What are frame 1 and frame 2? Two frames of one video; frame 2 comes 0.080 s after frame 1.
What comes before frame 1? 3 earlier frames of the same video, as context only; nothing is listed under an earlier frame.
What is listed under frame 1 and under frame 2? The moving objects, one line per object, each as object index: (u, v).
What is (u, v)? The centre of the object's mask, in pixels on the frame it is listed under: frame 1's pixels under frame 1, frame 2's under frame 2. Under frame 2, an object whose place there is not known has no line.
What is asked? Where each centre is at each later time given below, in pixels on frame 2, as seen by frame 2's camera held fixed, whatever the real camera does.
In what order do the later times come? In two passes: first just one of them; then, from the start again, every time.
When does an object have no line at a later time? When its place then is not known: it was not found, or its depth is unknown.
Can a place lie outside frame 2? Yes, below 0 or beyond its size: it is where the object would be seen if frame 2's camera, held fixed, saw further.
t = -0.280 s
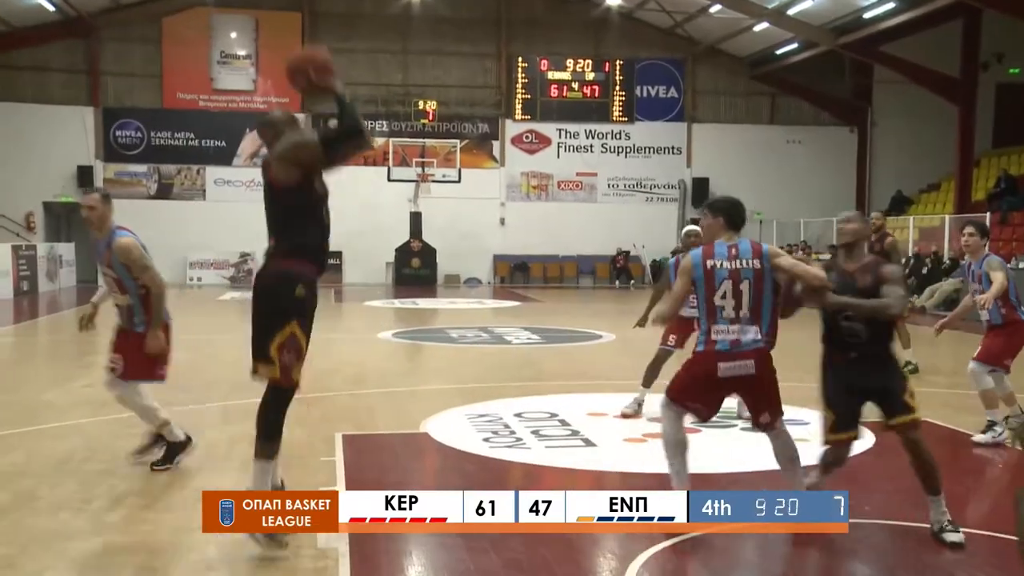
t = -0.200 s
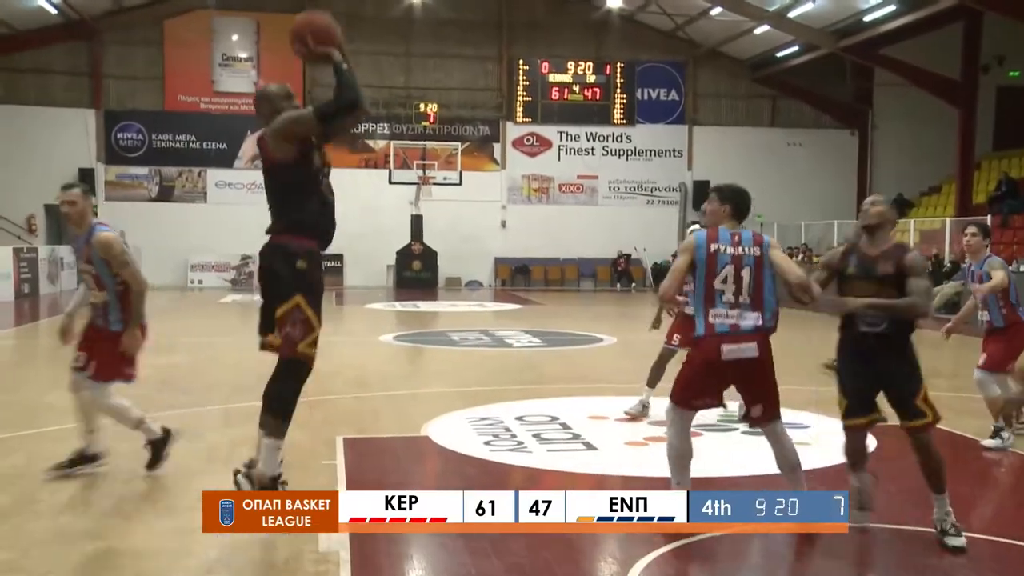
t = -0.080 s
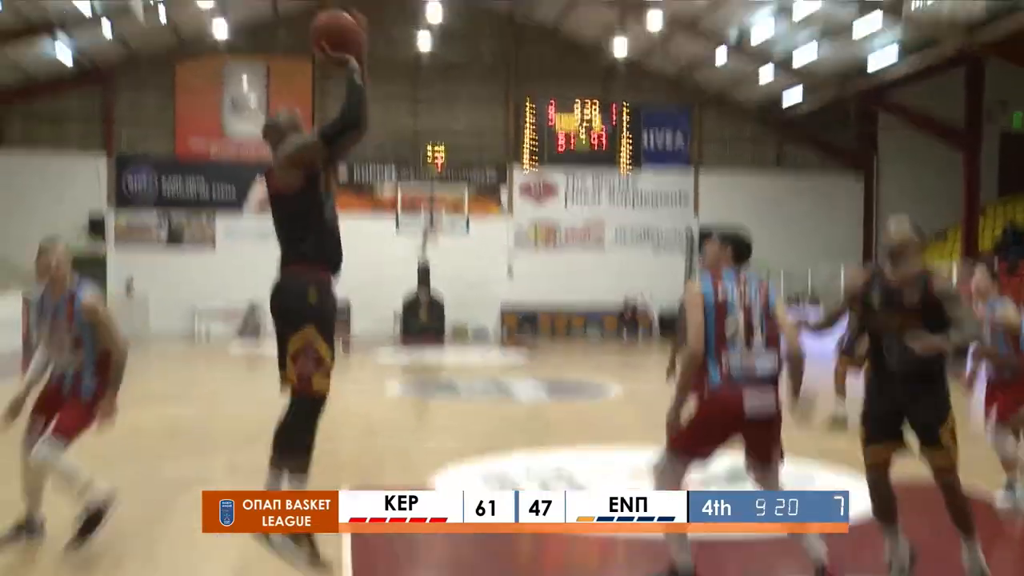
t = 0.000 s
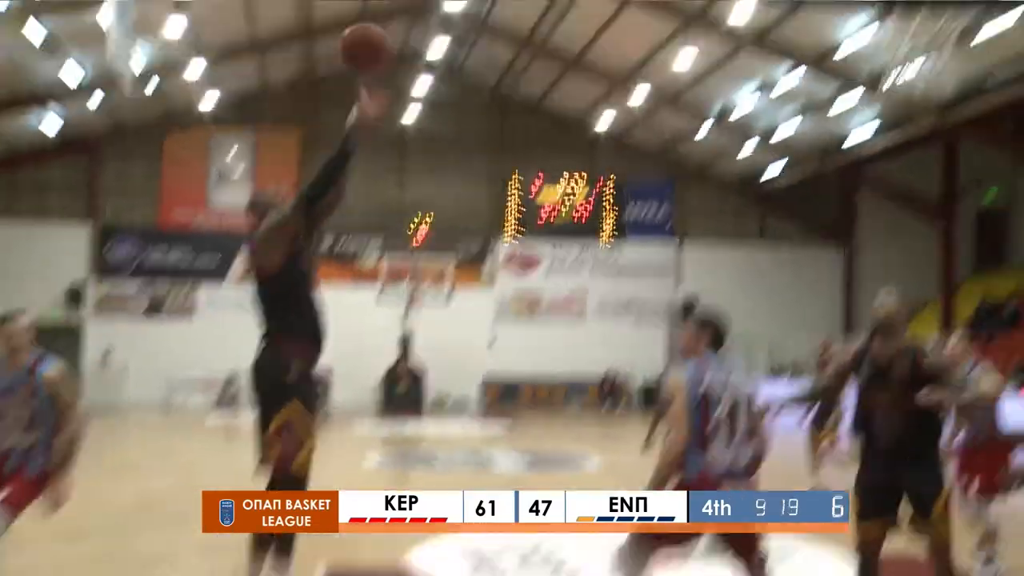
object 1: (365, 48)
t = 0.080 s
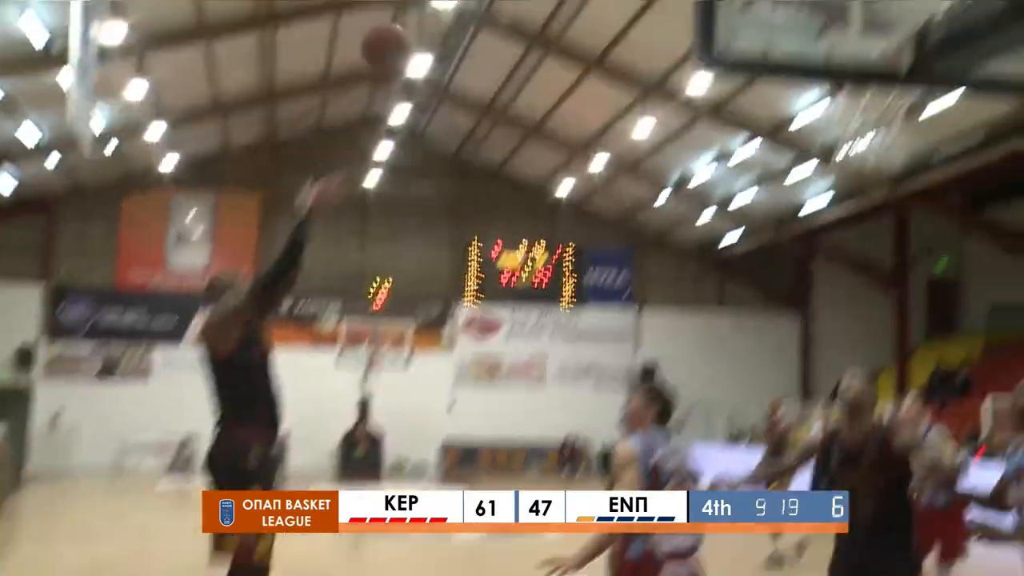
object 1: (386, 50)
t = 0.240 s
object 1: (506, -46)
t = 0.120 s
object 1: (415, 20)
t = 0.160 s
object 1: (446, -5)
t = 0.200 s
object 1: (477, -28)
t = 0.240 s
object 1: (506, -46)
